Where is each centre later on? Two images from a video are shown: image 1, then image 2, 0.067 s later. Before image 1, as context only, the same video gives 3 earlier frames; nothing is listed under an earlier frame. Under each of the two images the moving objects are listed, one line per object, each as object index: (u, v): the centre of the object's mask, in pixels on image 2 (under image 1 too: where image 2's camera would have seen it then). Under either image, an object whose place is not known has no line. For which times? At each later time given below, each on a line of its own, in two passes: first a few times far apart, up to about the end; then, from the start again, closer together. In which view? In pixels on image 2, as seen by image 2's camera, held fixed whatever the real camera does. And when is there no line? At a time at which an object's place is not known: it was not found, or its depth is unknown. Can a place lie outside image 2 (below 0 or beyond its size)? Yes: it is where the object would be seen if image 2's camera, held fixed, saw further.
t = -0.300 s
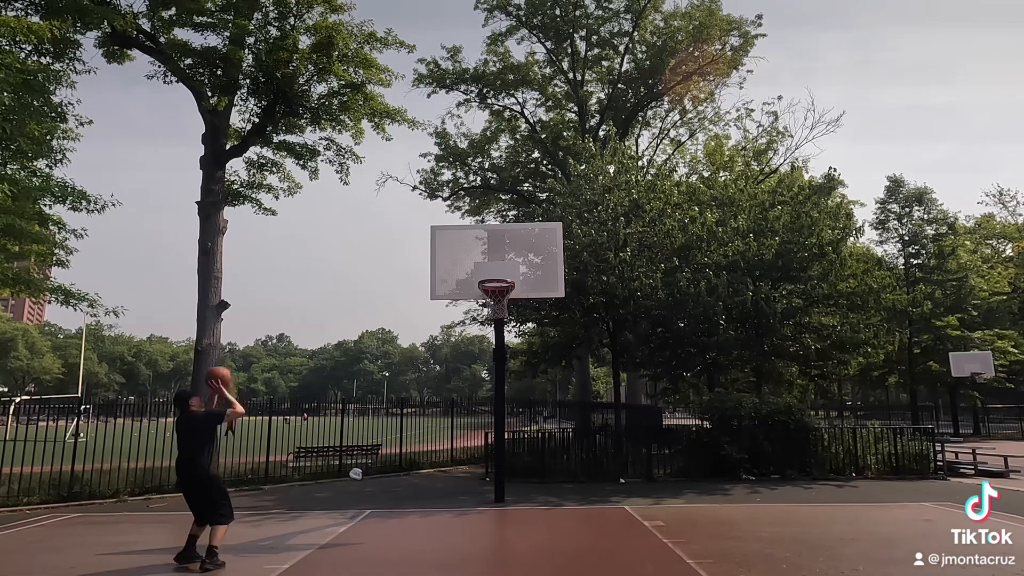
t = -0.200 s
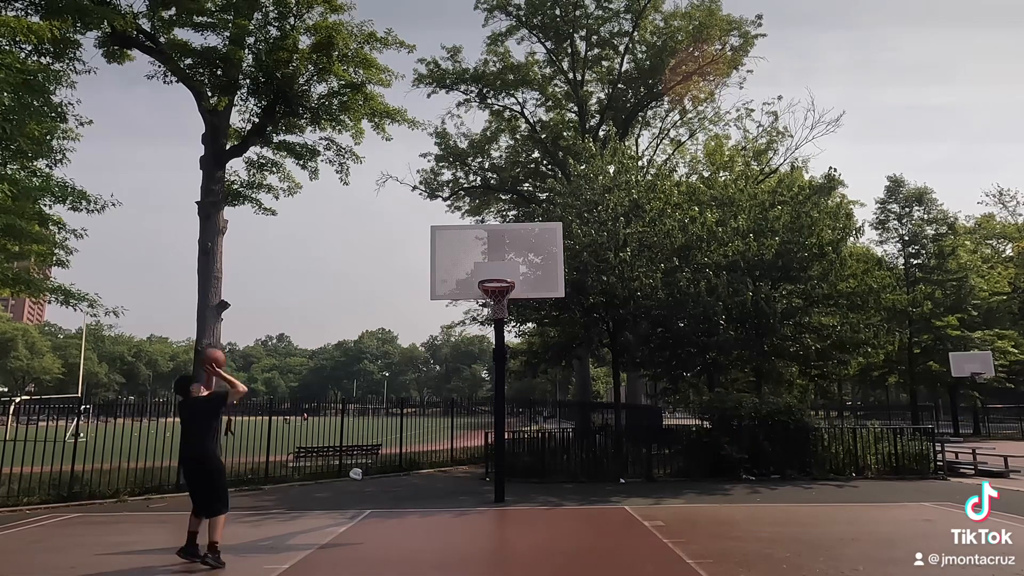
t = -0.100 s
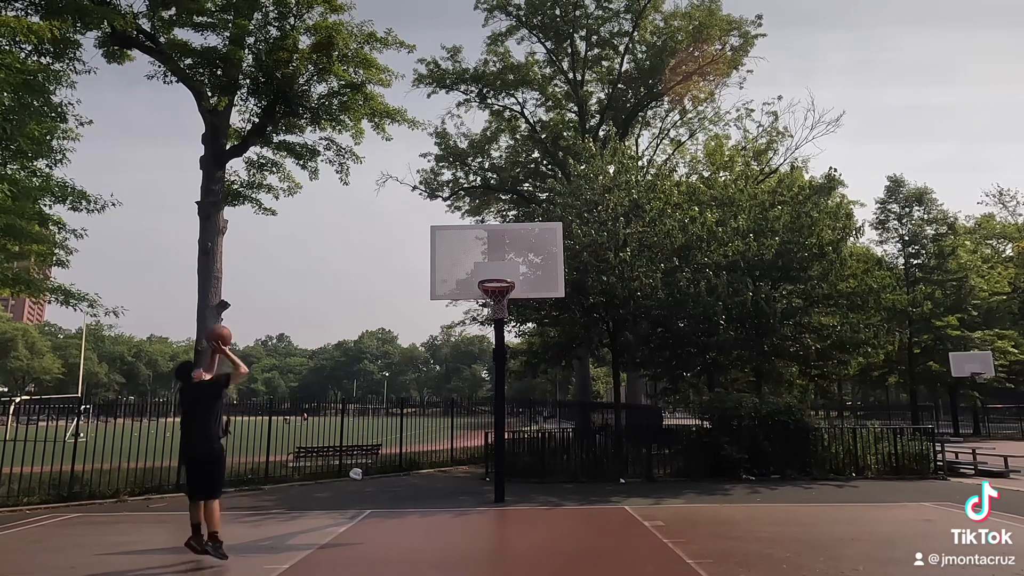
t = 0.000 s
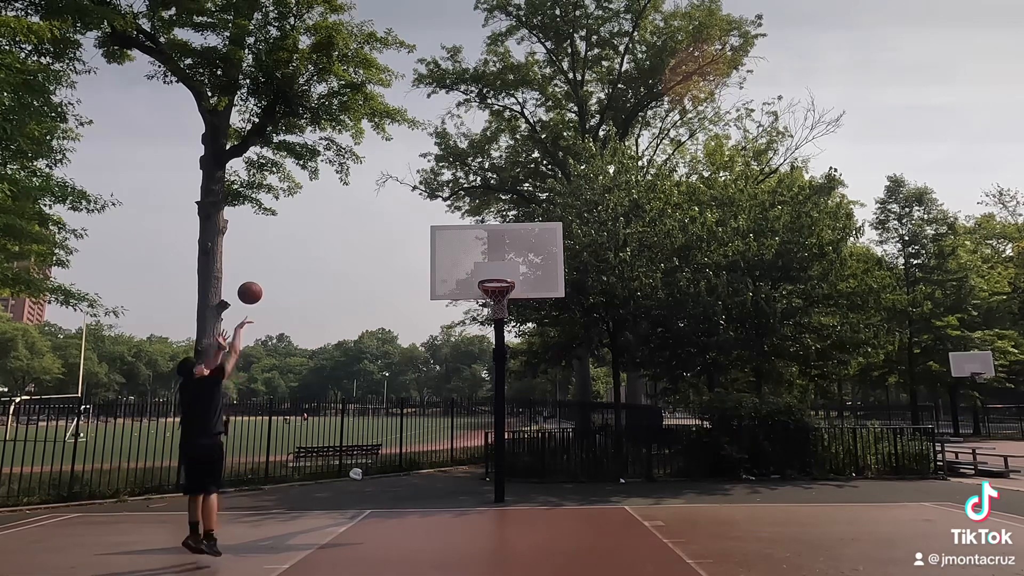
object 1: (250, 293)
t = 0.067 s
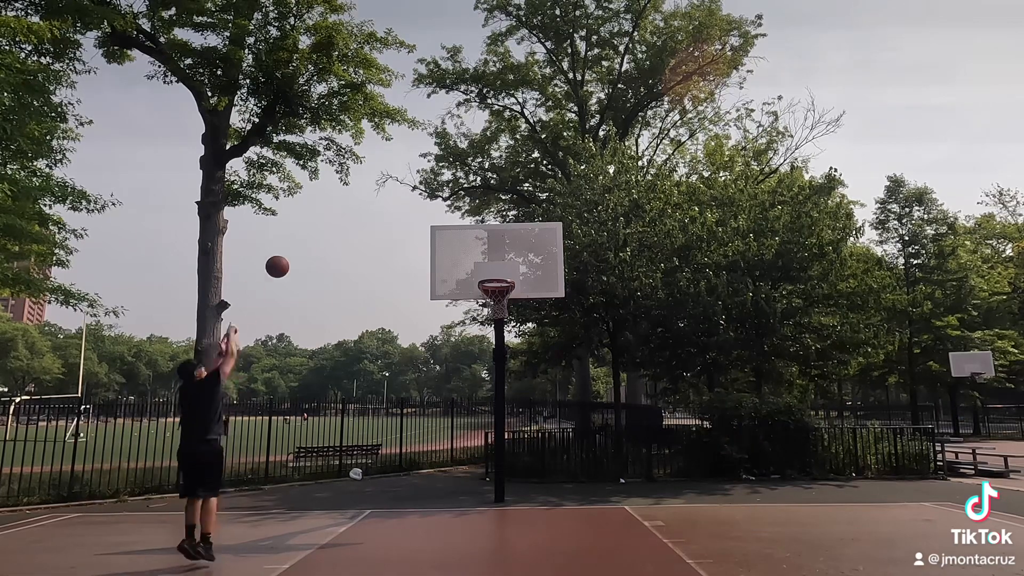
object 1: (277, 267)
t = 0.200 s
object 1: (326, 230)
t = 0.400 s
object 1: (386, 209)
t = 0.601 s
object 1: (437, 219)
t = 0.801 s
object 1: (481, 255)
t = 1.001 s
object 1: (501, 289)
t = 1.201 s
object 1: (472, 294)
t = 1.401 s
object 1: (441, 314)
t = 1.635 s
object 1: (401, 384)
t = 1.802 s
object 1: (367, 470)
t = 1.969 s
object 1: (335, 505)
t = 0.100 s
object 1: (290, 256)
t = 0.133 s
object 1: (302, 246)
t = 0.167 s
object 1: (314, 238)
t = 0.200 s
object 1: (326, 230)
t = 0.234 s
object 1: (336, 224)
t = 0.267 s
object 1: (347, 220)
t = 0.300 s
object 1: (357, 215)
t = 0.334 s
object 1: (367, 212)
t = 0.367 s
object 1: (377, 210)
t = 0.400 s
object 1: (386, 209)
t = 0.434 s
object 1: (395, 209)
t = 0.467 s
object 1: (404, 210)
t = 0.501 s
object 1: (413, 211)
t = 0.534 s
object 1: (421, 213)
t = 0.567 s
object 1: (429, 216)
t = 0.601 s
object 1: (437, 219)
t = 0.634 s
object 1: (445, 224)
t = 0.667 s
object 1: (452, 229)
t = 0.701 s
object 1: (459, 235)
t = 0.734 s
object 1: (466, 241)
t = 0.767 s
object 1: (474, 248)
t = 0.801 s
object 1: (481, 255)
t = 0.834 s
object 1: (486, 259)
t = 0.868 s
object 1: (490, 264)
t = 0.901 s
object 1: (495, 270)
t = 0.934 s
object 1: (499, 274)
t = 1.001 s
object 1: (501, 289)
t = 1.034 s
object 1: (496, 296)
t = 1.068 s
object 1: (492, 298)
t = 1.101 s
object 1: (487, 296)
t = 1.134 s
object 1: (482, 294)
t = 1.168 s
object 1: (477, 293)
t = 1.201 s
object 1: (472, 294)
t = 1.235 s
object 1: (467, 295)
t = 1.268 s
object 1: (462, 297)
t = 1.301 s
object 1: (457, 300)
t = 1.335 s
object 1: (452, 304)
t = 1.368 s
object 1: (446, 309)
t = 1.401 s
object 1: (441, 314)
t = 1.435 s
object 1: (436, 321)
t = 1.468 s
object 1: (430, 329)
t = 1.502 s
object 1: (424, 338)
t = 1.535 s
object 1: (418, 348)
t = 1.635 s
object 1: (401, 384)
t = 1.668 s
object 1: (394, 399)
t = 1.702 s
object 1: (387, 415)
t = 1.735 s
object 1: (380, 432)
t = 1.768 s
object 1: (375, 451)
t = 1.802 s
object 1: (367, 470)
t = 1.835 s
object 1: (359, 492)
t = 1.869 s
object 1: (352, 516)
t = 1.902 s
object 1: (344, 540)
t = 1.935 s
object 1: (339, 522)
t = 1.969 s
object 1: (335, 505)
